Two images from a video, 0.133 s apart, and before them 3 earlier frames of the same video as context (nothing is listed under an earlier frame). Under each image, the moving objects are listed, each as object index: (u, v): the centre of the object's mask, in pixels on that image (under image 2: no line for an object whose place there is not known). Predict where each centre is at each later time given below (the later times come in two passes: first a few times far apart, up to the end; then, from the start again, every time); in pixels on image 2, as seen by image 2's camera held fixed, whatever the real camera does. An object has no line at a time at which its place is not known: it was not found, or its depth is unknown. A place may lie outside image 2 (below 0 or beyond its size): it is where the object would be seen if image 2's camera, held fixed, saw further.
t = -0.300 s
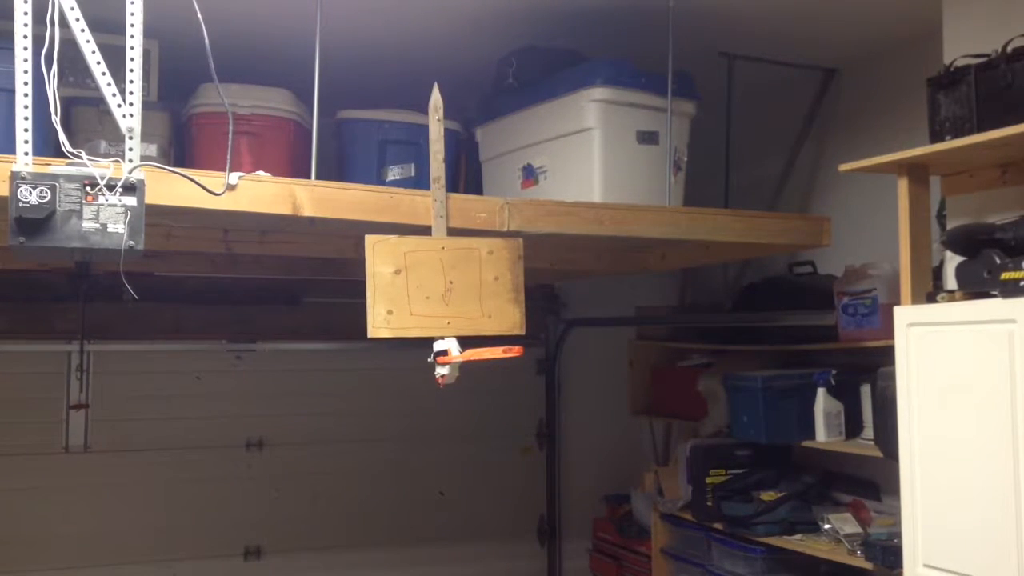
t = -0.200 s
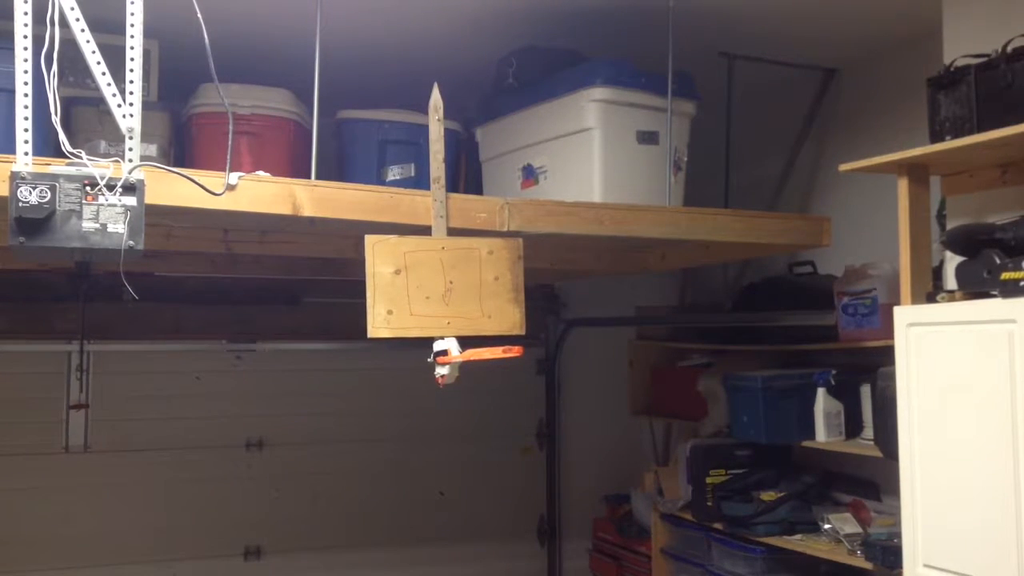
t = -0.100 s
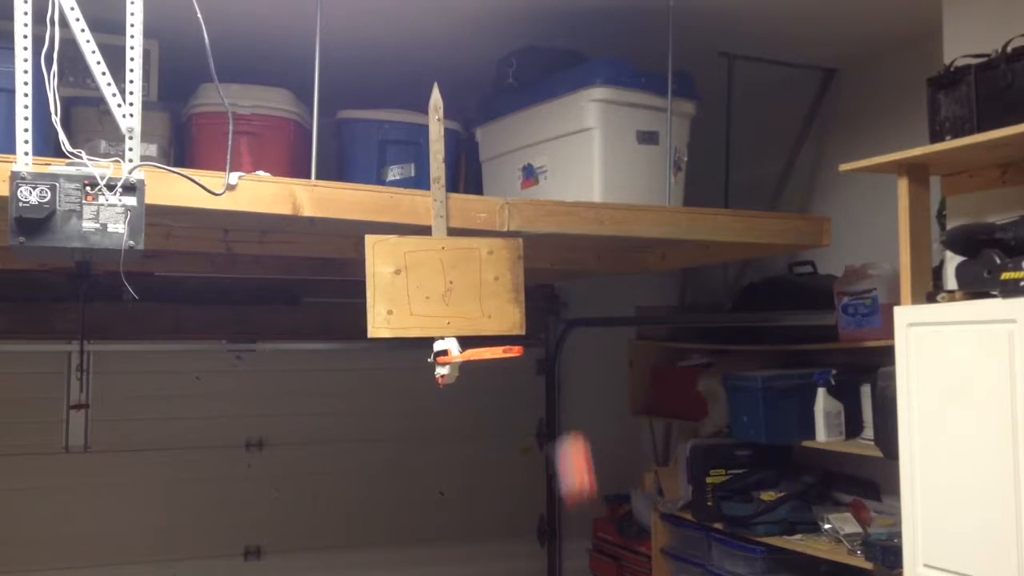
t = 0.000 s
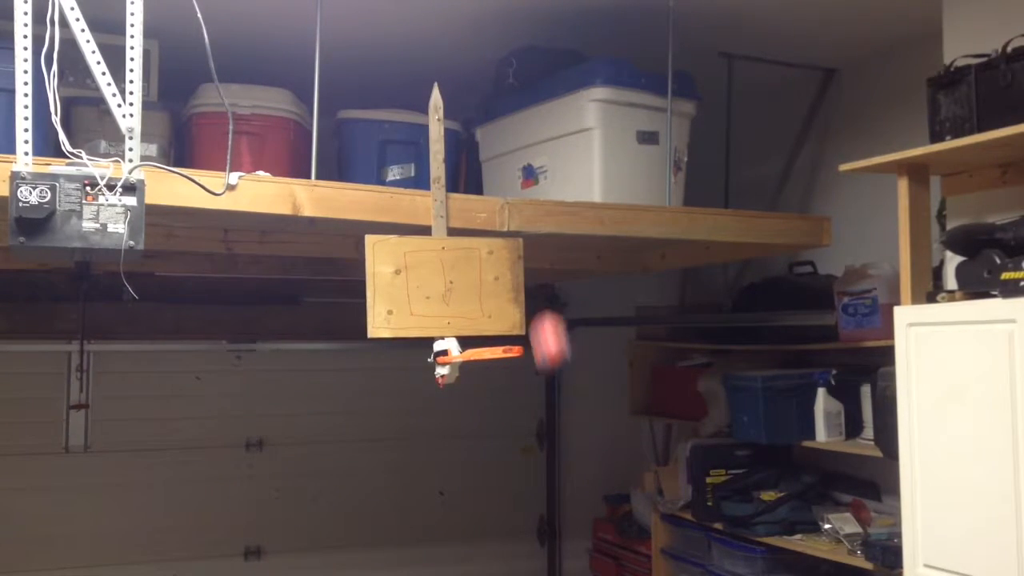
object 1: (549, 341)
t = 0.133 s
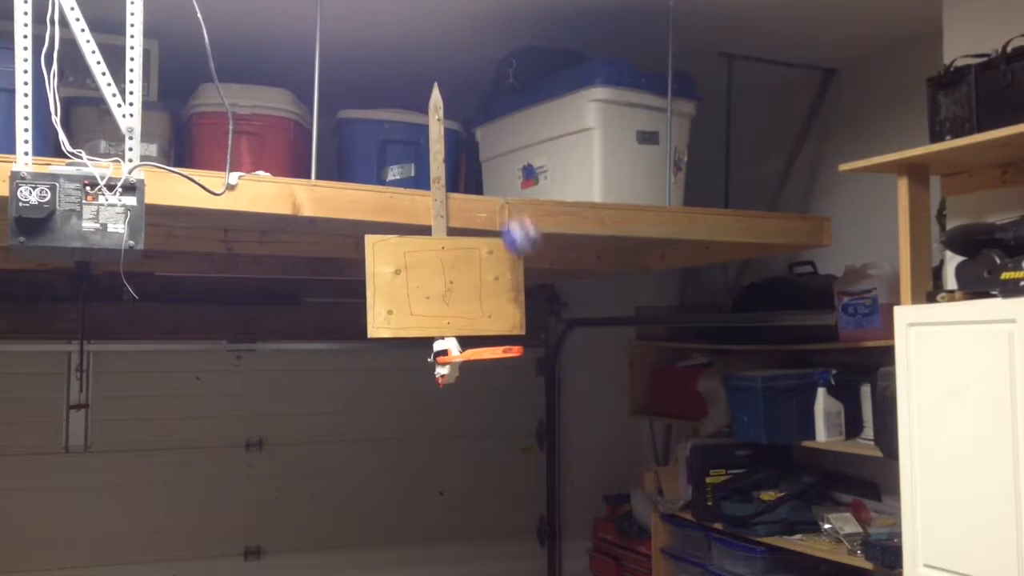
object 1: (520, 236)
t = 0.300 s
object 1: (487, 193)
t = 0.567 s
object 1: (461, 257)
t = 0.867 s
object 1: (441, 475)
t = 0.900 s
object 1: (436, 515)
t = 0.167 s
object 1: (514, 220)
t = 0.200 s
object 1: (507, 207)
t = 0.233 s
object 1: (501, 199)
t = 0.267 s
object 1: (493, 194)
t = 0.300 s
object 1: (487, 193)
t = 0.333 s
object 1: (481, 195)
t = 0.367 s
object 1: (475, 200)
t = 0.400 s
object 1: (469, 210)
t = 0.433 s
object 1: (462, 223)
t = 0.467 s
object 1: (457, 232)
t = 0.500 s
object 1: (459, 236)
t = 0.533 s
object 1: (461, 246)
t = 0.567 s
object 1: (461, 257)
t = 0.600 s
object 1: (460, 271)
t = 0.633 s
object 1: (460, 291)
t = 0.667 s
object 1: (461, 317)
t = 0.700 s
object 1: (462, 349)
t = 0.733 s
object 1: (460, 363)
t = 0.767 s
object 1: (459, 384)
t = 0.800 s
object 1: (449, 408)
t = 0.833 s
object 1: (445, 441)
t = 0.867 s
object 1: (441, 475)
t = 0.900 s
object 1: (436, 515)
